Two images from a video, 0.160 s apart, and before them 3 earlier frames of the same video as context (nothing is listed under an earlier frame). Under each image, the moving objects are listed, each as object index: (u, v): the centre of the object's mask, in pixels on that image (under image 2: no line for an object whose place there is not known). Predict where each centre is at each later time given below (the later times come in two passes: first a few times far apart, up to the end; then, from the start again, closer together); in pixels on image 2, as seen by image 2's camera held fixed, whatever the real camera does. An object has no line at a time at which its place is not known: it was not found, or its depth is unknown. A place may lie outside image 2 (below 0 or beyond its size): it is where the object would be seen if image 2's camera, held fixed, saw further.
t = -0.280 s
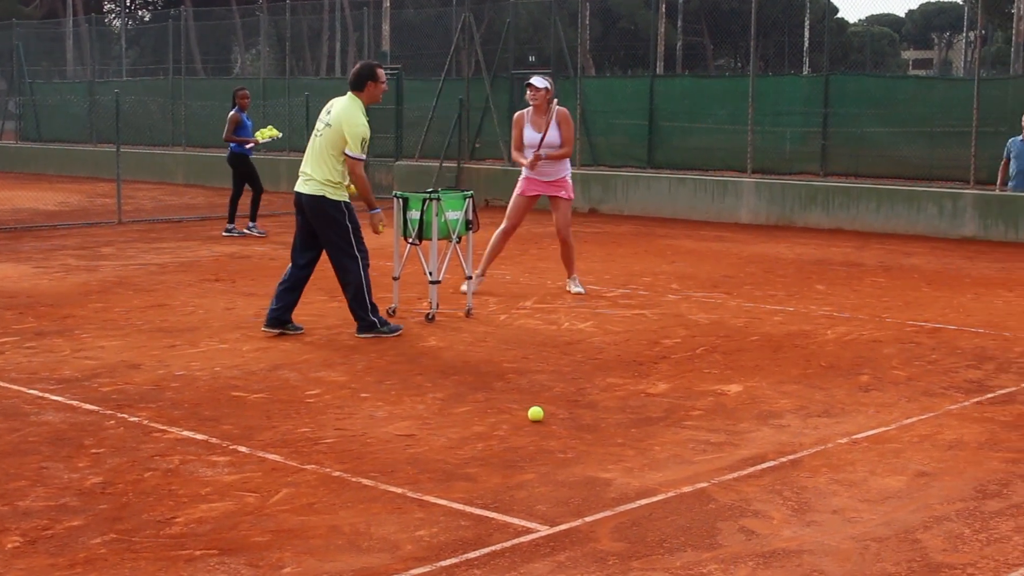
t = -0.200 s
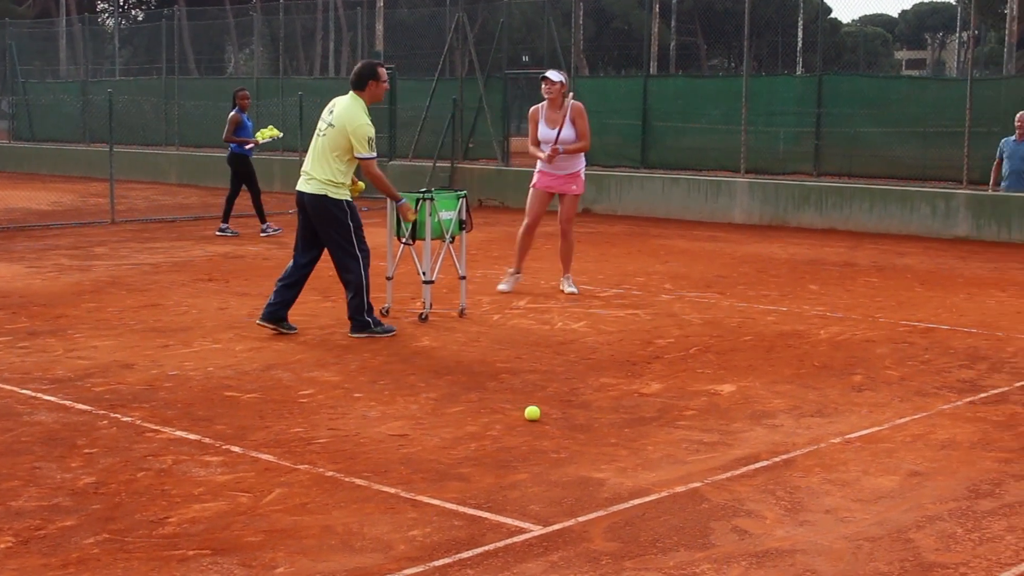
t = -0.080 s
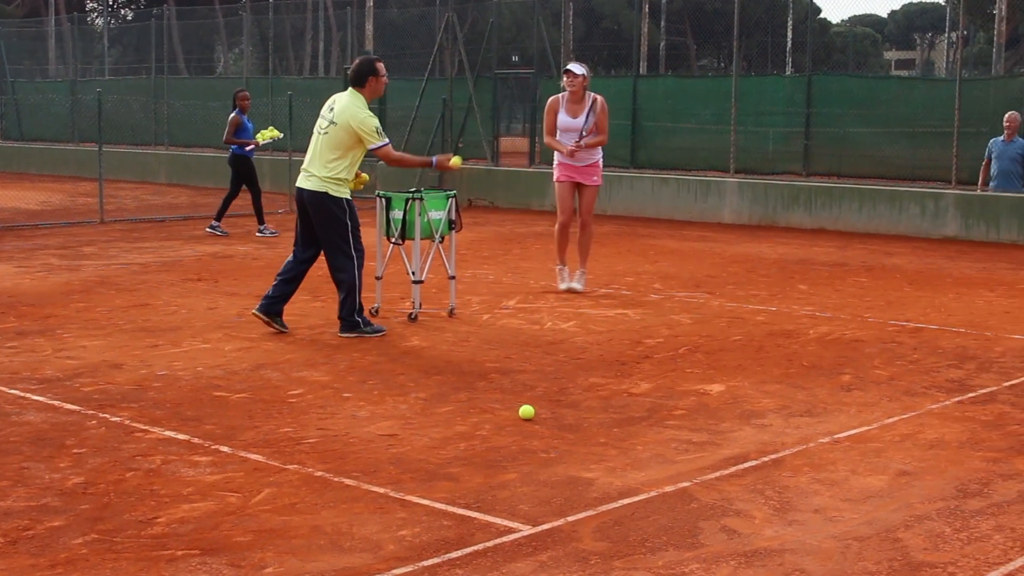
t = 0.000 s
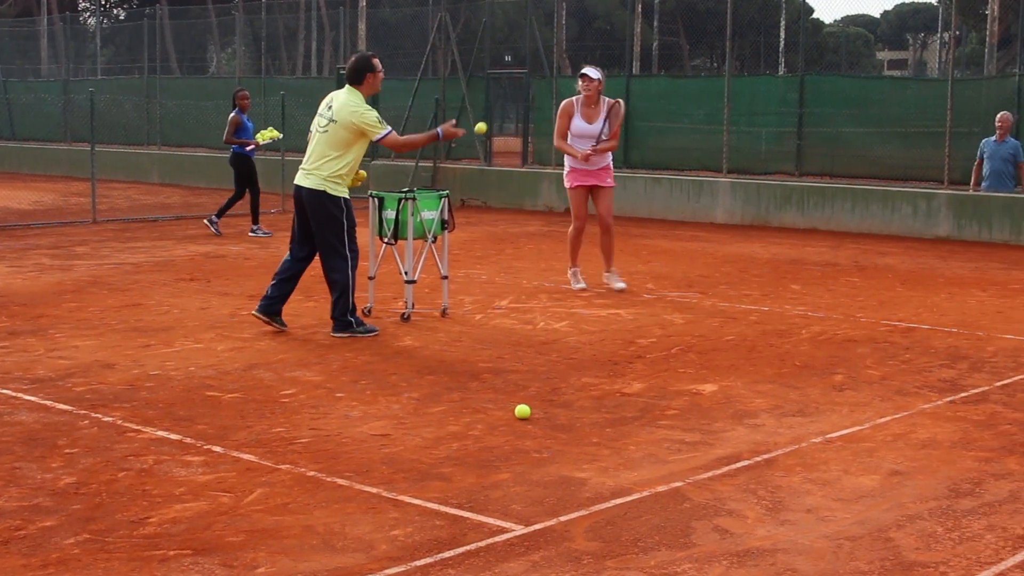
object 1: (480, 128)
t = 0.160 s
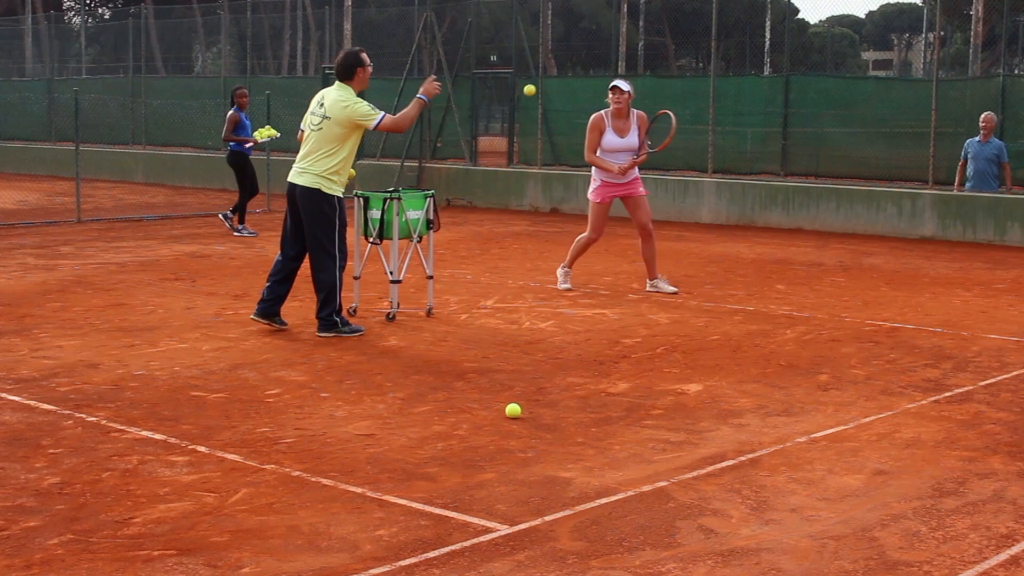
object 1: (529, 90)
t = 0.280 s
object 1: (573, 88)
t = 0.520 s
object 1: (659, 149)
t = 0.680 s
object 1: (712, 237)
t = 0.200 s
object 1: (544, 87)
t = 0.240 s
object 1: (559, 86)
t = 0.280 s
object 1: (573, 88)
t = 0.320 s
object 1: (587, 92)
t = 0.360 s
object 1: (601, 99)
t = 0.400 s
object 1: (616, 108)
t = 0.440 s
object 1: (631, 119)
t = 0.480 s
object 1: (645, 134)
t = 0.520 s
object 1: (659, 149)
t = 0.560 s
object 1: (672, 167)
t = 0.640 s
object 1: (697, 212)
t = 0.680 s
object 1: (712, 237)
